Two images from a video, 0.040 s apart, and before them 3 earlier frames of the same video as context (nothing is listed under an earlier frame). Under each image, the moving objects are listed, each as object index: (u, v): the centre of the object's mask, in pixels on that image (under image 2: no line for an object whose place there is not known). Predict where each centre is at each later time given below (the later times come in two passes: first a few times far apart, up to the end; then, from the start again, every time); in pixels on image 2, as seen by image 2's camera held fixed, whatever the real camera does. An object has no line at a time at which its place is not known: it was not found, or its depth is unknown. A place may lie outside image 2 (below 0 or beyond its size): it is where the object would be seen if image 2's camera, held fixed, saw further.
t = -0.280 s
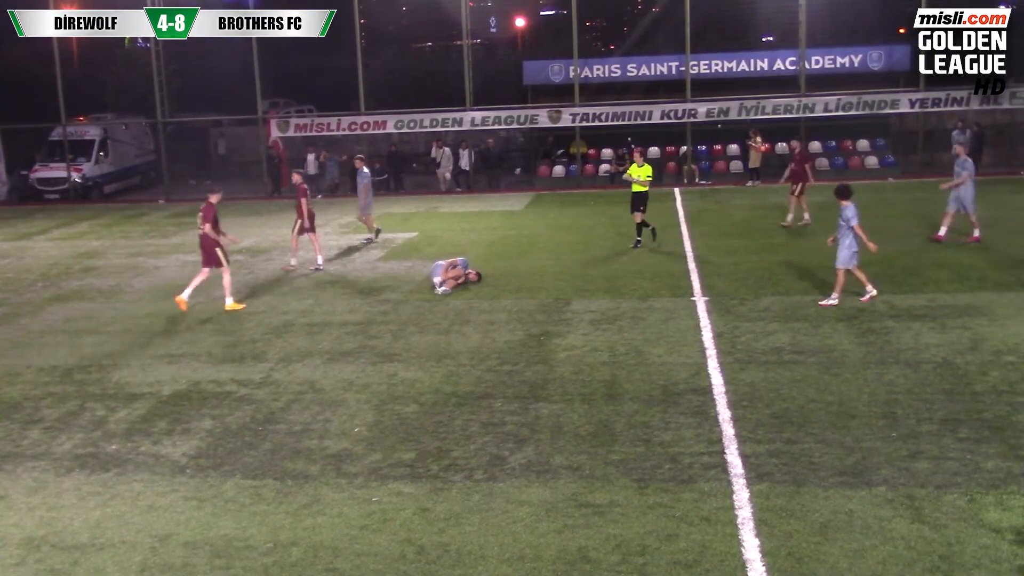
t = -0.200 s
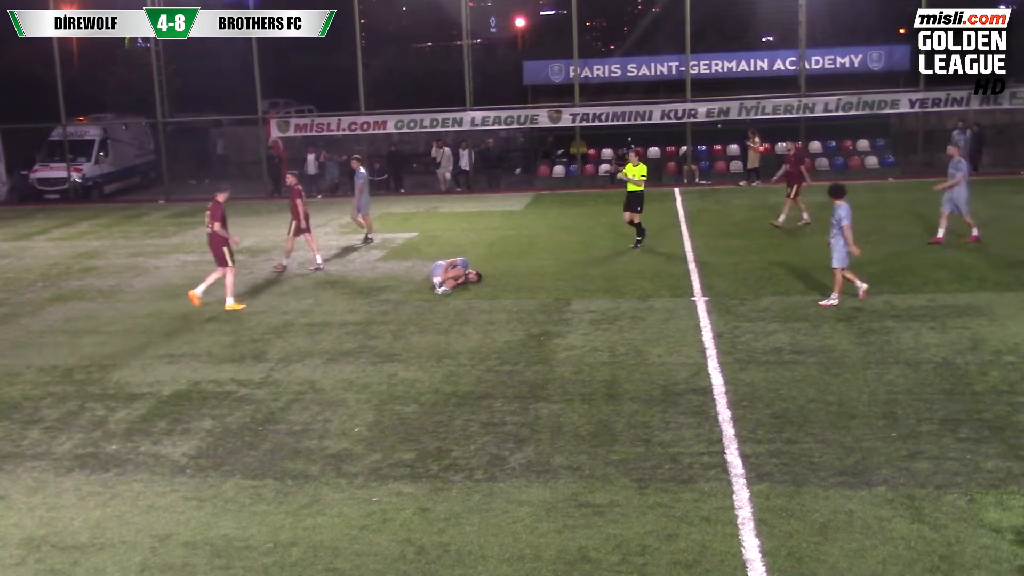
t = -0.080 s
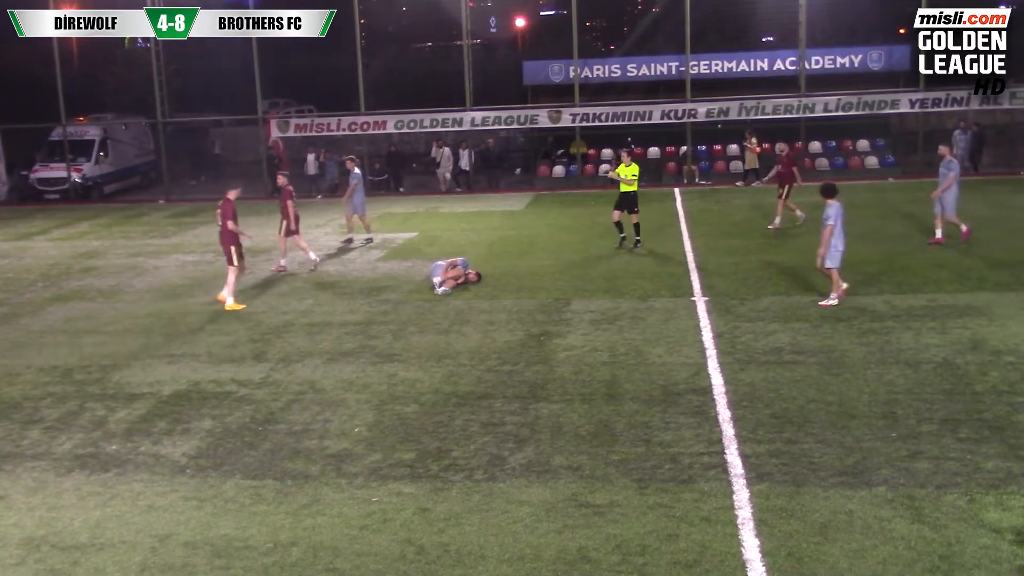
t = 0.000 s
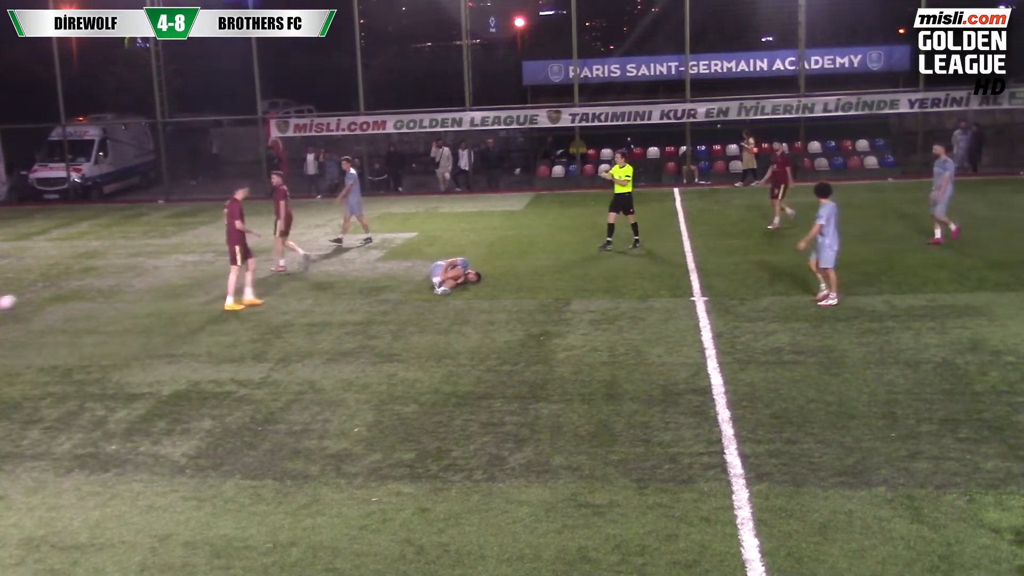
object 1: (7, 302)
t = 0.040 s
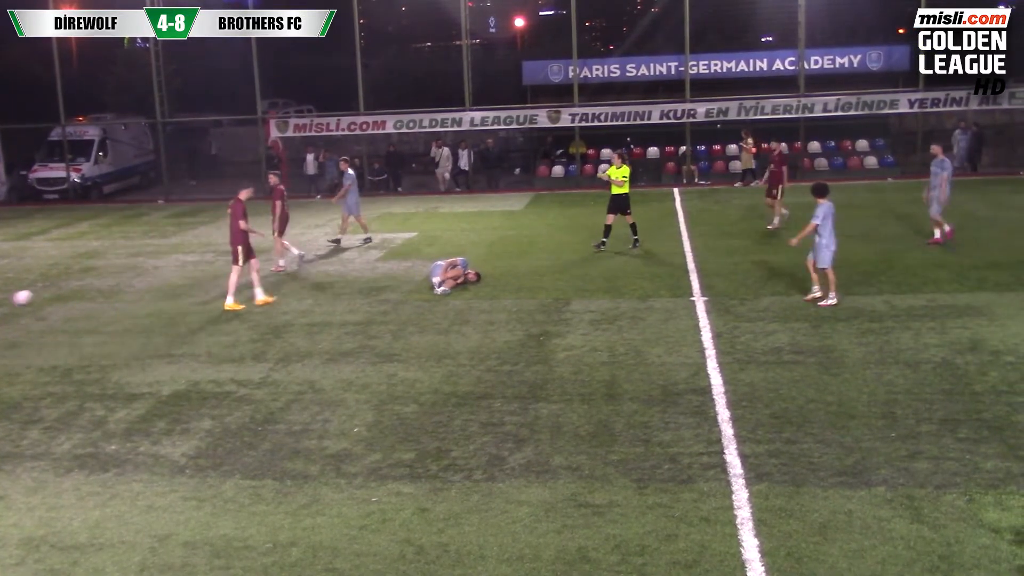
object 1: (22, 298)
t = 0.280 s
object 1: (121, 292)
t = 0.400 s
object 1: (170, 305)
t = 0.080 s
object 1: (38, 294)
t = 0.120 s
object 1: (55, 291)
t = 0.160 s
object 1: (71, 290)
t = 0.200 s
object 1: (88, 290)
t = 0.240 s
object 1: (104, 290)
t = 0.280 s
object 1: (121, 292)
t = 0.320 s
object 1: (137, 295)
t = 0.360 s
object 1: (154, 299)
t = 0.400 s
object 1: (170, 305)
